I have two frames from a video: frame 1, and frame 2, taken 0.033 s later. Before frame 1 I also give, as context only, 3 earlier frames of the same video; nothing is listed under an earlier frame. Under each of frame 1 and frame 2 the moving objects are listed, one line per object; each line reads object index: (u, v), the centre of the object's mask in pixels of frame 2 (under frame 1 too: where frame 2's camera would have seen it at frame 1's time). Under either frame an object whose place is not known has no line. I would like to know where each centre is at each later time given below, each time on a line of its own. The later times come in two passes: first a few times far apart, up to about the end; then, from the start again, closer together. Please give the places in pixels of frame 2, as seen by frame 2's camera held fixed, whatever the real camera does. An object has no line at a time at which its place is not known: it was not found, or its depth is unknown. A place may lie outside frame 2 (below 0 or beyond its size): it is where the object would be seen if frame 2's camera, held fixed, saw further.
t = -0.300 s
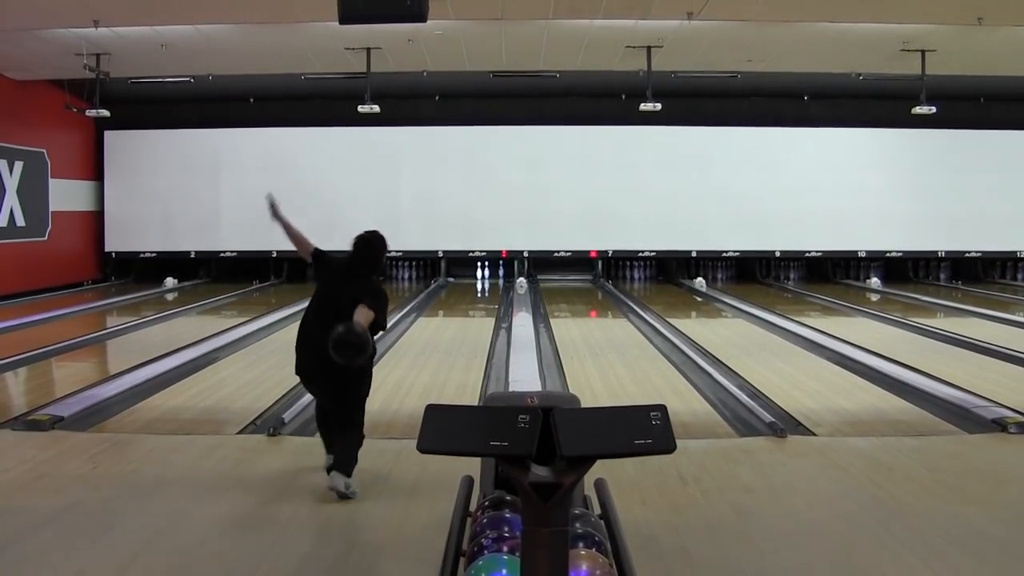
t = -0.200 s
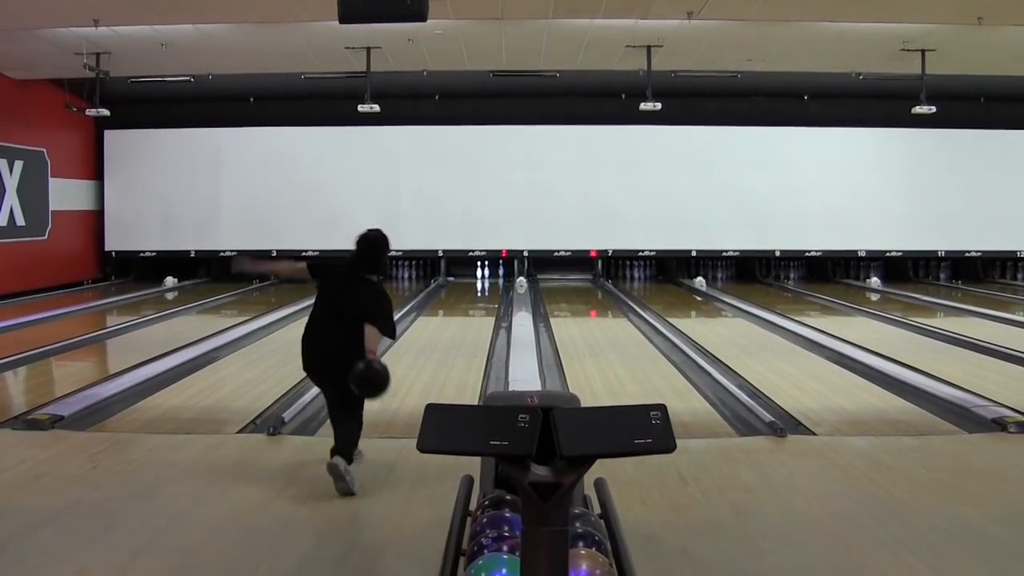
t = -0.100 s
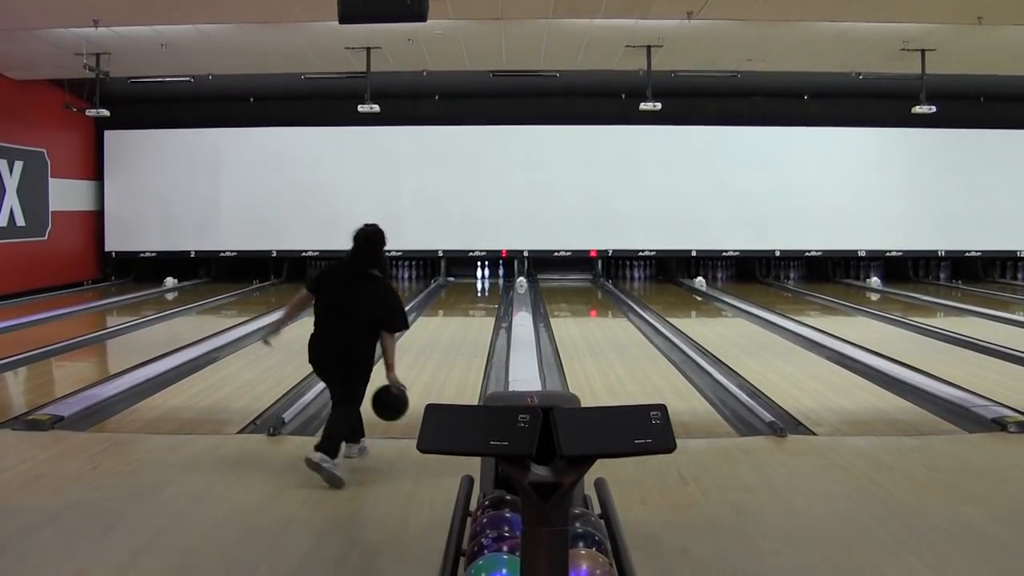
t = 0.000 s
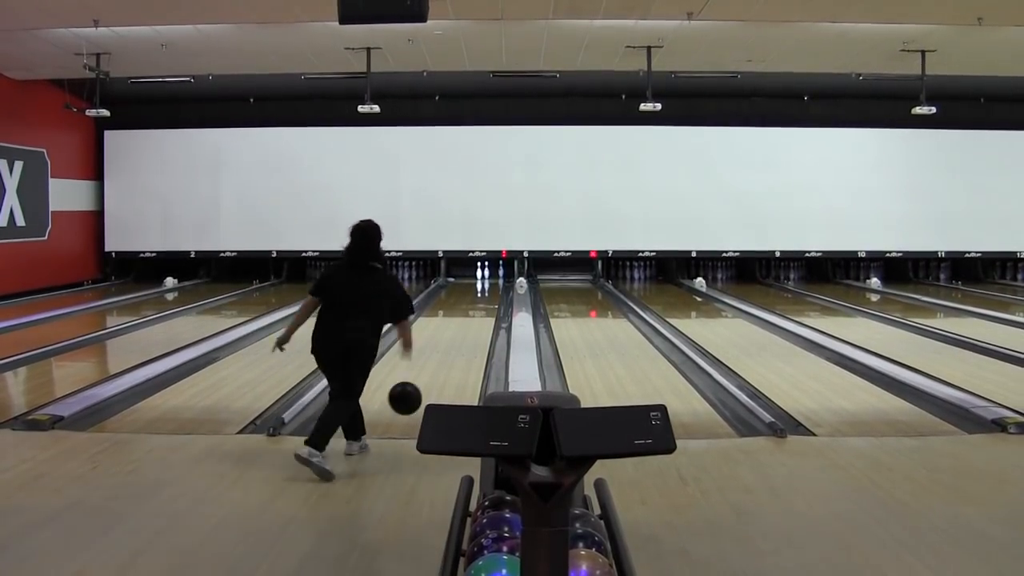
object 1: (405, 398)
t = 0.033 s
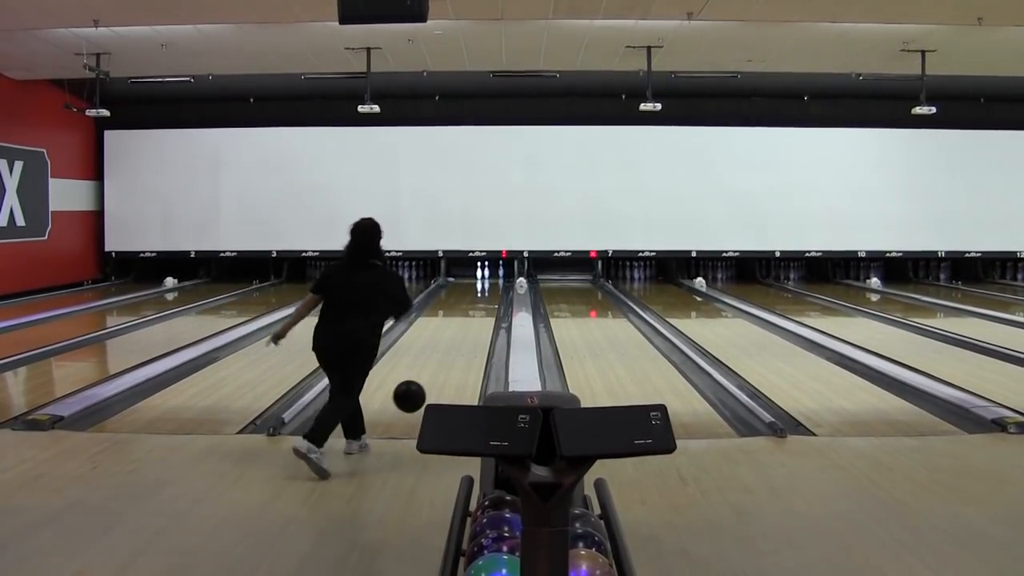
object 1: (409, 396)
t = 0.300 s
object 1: (435, 379)
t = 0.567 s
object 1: (452, 351)
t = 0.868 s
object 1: (465, 330)
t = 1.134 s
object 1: (472, 315)
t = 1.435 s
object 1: (477, 303)
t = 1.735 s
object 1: (481, 294)
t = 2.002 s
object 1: (483, 288)
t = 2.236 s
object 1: (484, 283)
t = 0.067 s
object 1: (413, 396)
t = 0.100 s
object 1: (417, 397)
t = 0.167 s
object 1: (424, 396)
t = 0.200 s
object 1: (427, 390)
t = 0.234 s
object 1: (430, 385)
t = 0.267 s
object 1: (433, 382)
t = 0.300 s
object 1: (435, 379)
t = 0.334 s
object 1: (438, 375)
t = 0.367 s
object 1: (440, 371)
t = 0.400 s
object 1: (443, 367)
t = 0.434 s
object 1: (445, 364)
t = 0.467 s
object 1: (447, 360)
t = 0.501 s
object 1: (449, 357)
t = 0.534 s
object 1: (450, 354)
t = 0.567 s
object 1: (452, 351)
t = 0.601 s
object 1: (454, 348)
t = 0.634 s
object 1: (455, 345)
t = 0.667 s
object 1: (457, 343)
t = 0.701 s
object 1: (458, 340)
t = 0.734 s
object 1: (460, 338)
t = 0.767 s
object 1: (461, 336)
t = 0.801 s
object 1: (462, 334)
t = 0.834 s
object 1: (463, 332)
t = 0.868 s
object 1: (465, 330)
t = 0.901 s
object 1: (466, 327)
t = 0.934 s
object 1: (468, 324)
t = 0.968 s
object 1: (469, 323)
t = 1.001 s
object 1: (469, 321)
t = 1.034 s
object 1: (470, 320)
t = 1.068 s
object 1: (471, 318)
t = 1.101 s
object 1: (471, 317)
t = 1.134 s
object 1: (472, 315)
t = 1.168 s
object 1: (473, 314)
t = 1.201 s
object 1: (473, 312)
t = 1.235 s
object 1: (474, 311)
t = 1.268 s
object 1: (475, 309)
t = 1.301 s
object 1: (475, 308)
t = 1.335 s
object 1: (476, 307)
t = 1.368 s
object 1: (477, 305)
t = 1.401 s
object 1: (477, 304)
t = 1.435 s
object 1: (477, 303)
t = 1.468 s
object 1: (478, 302)
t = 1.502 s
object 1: (479, 301)
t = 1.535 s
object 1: (479, 300)
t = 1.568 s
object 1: (480, 299)
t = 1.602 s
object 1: (480, 298)
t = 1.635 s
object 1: (480, 297)
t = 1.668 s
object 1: (481, 296)
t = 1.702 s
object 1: (481, 295)
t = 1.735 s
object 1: (481, 294)
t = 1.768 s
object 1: (481, 293)
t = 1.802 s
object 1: (482, 292)
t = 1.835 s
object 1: (482, 291)
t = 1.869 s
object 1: (482, 290)
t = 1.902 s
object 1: (482, 290)
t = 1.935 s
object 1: (483, 289)
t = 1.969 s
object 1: (483, 289)
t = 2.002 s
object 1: (483, 288)
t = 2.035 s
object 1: (483, 287)
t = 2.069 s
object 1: (484, 286)
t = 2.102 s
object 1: (484, 286)
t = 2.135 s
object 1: (484, 285)
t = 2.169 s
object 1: (484, 284)
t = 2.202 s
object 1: (484, 284)
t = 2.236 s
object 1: (484, 283)
